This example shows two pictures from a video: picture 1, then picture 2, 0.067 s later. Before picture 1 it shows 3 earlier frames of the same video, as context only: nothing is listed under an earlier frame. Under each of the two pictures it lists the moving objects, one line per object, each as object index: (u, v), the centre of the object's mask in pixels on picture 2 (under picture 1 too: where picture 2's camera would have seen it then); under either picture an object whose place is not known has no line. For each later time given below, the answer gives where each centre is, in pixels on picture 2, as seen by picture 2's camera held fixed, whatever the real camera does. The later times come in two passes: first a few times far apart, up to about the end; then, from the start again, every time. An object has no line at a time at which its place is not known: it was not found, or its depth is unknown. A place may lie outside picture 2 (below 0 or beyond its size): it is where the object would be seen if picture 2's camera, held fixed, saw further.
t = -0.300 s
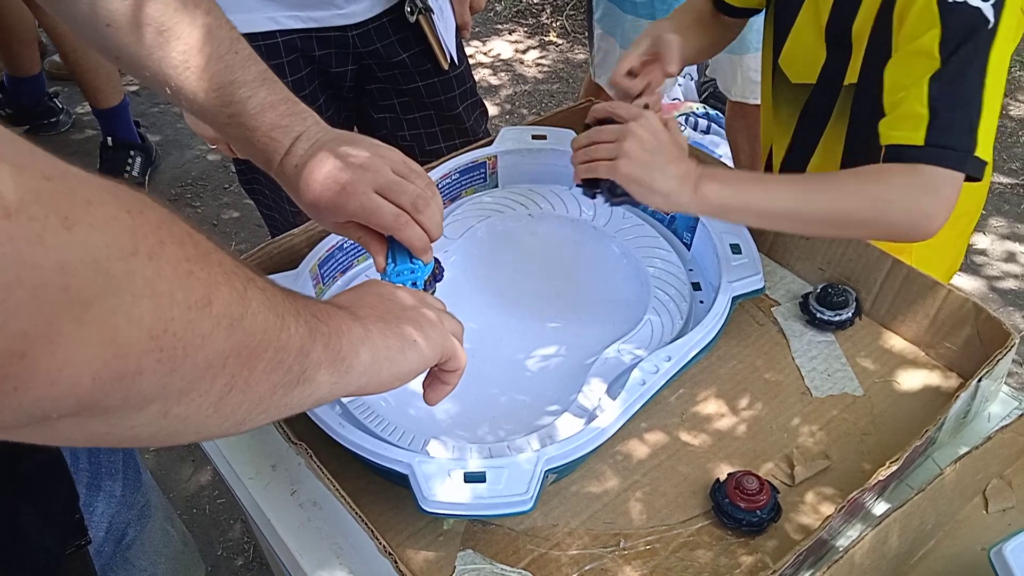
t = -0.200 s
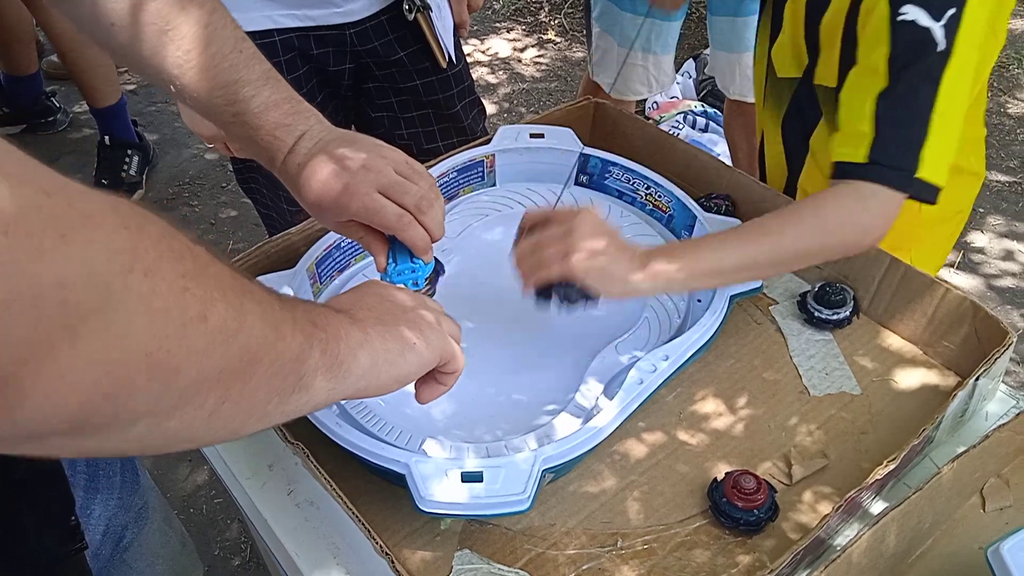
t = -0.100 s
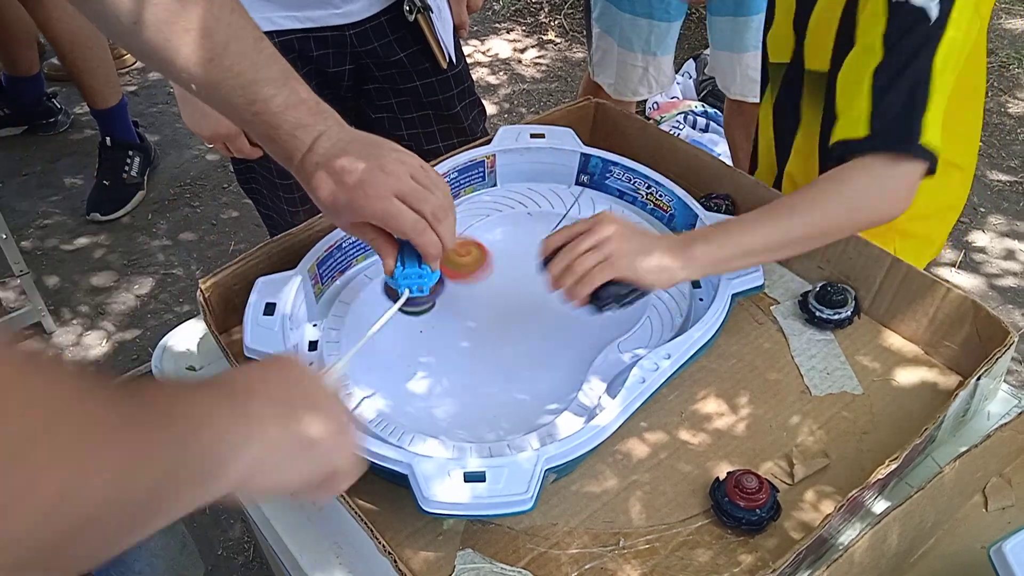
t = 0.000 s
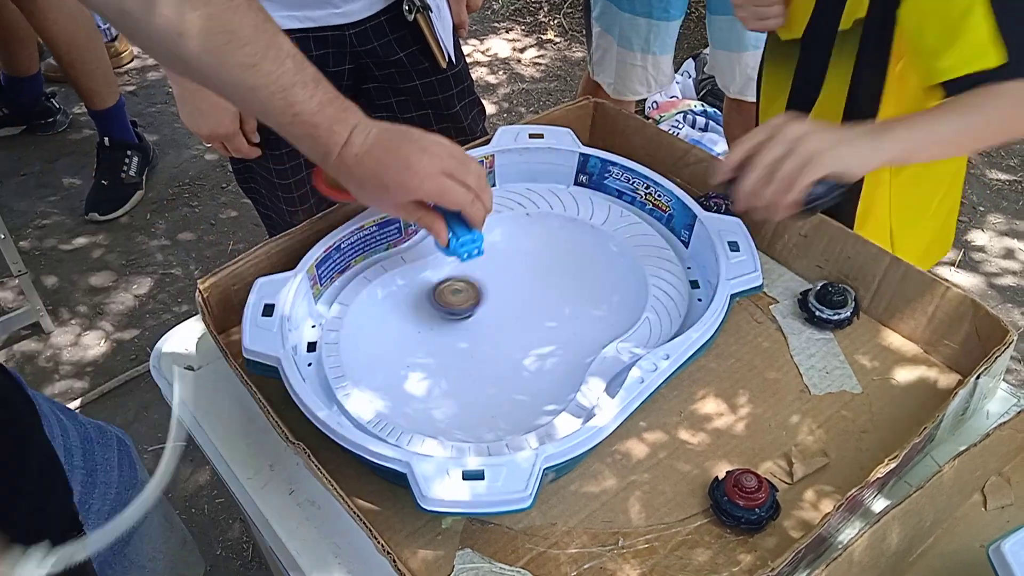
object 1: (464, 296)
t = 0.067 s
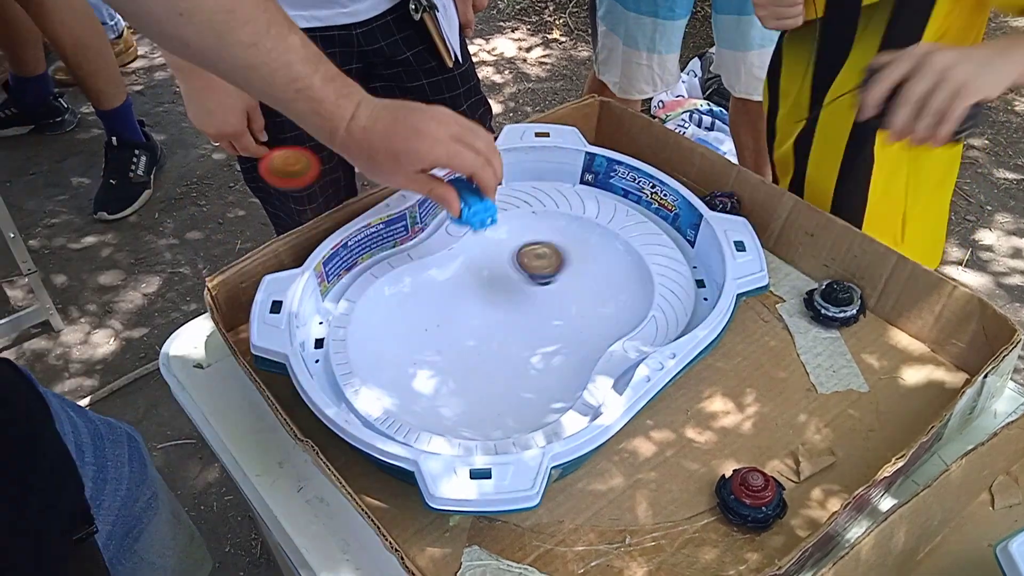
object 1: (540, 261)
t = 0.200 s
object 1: (650, 255)
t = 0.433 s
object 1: (665, 271)
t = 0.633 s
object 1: (581, 300)
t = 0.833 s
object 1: (469, 335)
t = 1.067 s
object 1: (423, 310)
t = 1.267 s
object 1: (491, 311)
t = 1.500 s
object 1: (474, 393)
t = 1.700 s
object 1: (384, 366)
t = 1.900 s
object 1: (483, 263)
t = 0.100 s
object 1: (578, 257)
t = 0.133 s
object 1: (615, 260)
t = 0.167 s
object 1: (635, 255)
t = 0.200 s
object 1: (650, 255)
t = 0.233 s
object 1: (664, 264)
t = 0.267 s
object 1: (679, 271)
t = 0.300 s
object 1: (693, 276)
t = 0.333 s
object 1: (686, 276)
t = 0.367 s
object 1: (679, 275)
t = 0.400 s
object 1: (672, 274)
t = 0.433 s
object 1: (665, 271)
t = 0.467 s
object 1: (659, 268)
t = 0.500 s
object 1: (650, 269)
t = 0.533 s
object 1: (639, 276)
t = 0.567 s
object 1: (624, 284)
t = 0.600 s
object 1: (605, 292)
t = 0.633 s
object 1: (581, 300)
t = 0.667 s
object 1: (557, 308)
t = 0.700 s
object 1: (534, 316)
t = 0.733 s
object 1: (514, 323)
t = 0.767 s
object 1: (496, 328)
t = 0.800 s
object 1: (481, 332)
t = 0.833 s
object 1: (469, 335)
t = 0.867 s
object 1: (457, 337)
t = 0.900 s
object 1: (446, 337)
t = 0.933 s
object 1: (437, 335)
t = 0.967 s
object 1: (430, 331)
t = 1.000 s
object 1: (424, 325)
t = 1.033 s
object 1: (422, 317)
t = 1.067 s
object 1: (423, 310)
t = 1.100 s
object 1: (430, 304)
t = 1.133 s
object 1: (439, 299)
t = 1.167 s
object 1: (451, 300)
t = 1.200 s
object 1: (465, 303)
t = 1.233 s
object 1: (480, 307)
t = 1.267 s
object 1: (491, 311)
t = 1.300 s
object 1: (498, 318)
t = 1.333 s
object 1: (504, 326)
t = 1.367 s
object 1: (505, 336)
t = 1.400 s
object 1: (504, 349)
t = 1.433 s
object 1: (499, 365)
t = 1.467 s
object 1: (489, 381)
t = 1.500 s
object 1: (474, 393)
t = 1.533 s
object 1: (455, 401)
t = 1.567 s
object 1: (434, 402)
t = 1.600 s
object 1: (416, 395)
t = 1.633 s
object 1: (399, 387)
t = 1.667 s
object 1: (389, 377)
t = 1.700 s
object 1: (384, 366)
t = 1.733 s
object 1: (385, 350)
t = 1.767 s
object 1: (391, 330)
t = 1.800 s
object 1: (405, 308)
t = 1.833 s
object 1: (427, 288)
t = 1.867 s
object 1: (453, 273)
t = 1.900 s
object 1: (483, 263)
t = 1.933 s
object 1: (517, 257)
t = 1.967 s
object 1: (549, 252)
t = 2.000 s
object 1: (580, 249)
